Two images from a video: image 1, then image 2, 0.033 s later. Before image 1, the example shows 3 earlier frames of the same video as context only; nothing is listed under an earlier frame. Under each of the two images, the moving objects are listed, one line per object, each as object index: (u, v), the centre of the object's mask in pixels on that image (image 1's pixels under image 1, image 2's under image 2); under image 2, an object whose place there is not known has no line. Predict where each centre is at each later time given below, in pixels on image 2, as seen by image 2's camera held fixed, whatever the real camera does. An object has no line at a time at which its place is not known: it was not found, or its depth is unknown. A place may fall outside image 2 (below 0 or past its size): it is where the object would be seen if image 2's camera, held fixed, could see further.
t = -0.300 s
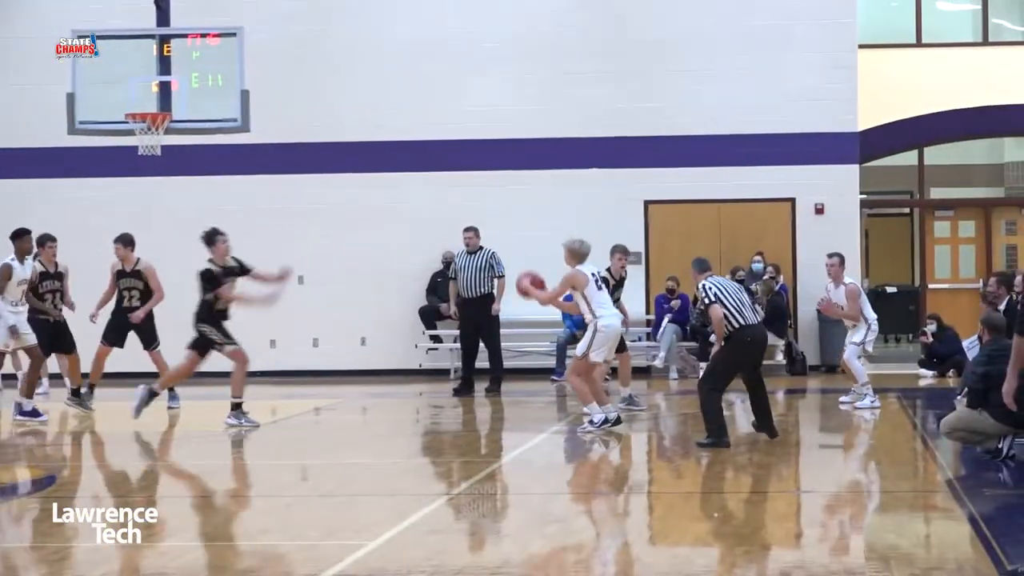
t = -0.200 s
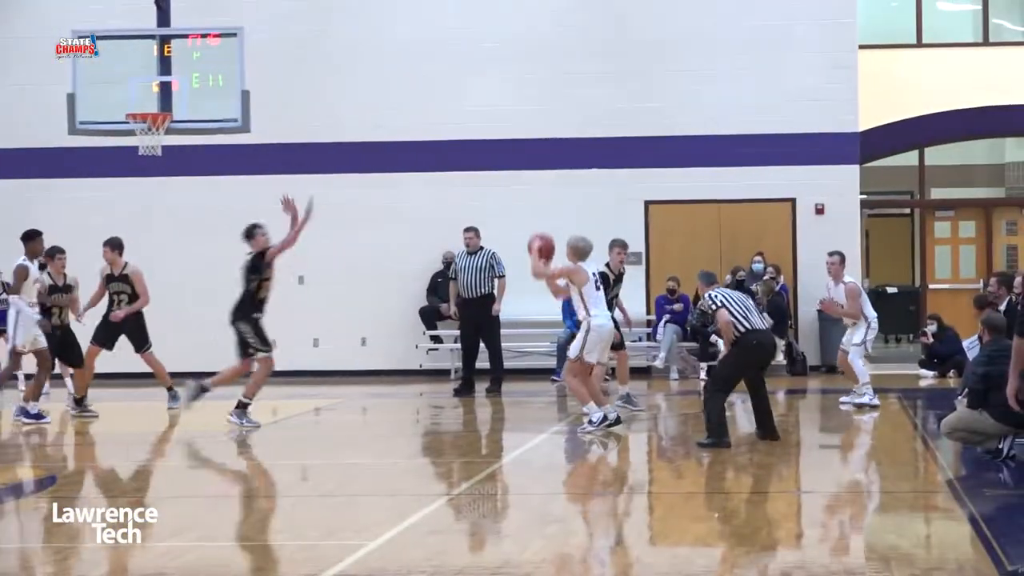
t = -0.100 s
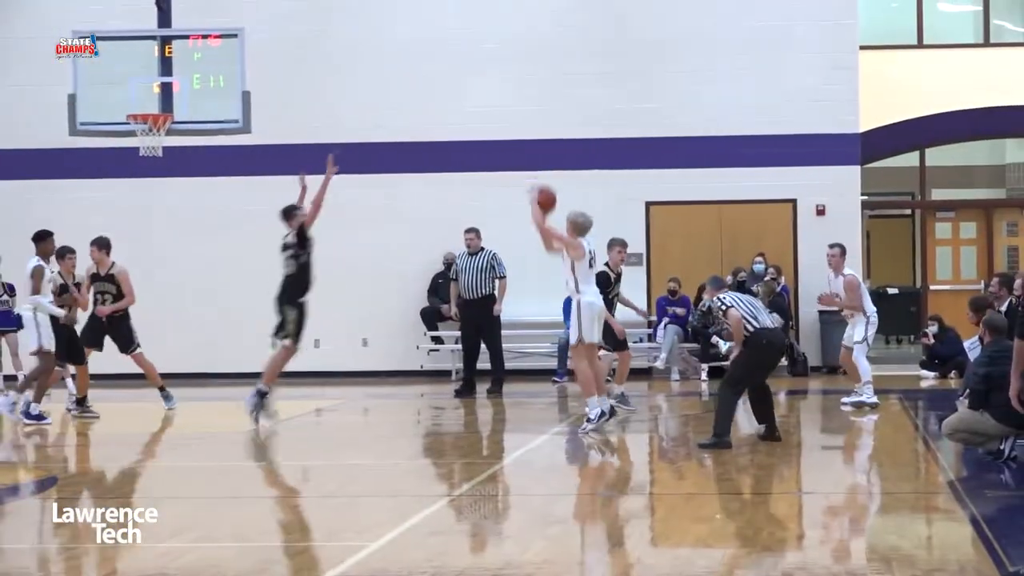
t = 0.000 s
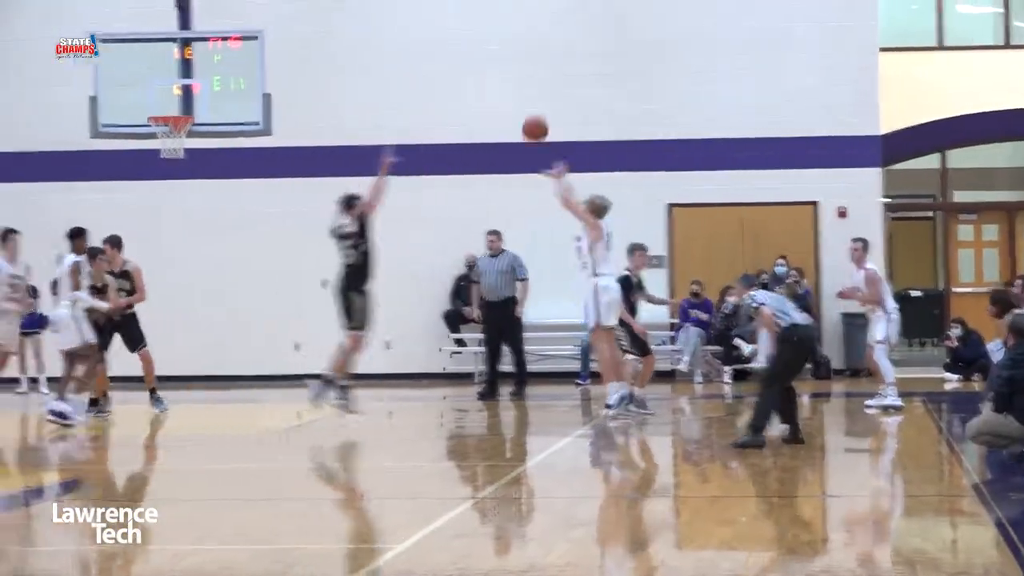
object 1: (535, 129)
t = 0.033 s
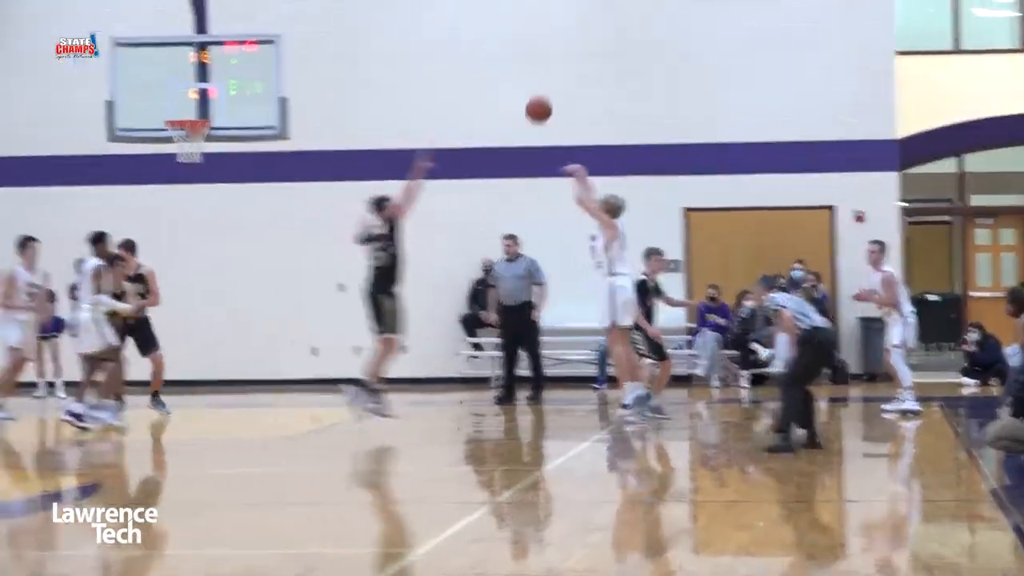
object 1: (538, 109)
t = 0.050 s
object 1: (532, 98)
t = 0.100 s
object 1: (512, 67)
